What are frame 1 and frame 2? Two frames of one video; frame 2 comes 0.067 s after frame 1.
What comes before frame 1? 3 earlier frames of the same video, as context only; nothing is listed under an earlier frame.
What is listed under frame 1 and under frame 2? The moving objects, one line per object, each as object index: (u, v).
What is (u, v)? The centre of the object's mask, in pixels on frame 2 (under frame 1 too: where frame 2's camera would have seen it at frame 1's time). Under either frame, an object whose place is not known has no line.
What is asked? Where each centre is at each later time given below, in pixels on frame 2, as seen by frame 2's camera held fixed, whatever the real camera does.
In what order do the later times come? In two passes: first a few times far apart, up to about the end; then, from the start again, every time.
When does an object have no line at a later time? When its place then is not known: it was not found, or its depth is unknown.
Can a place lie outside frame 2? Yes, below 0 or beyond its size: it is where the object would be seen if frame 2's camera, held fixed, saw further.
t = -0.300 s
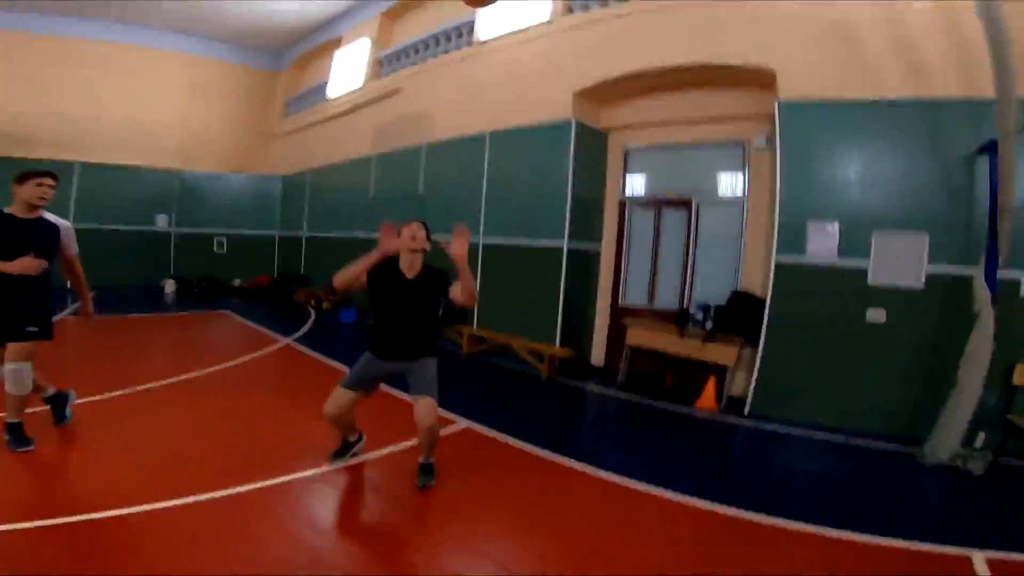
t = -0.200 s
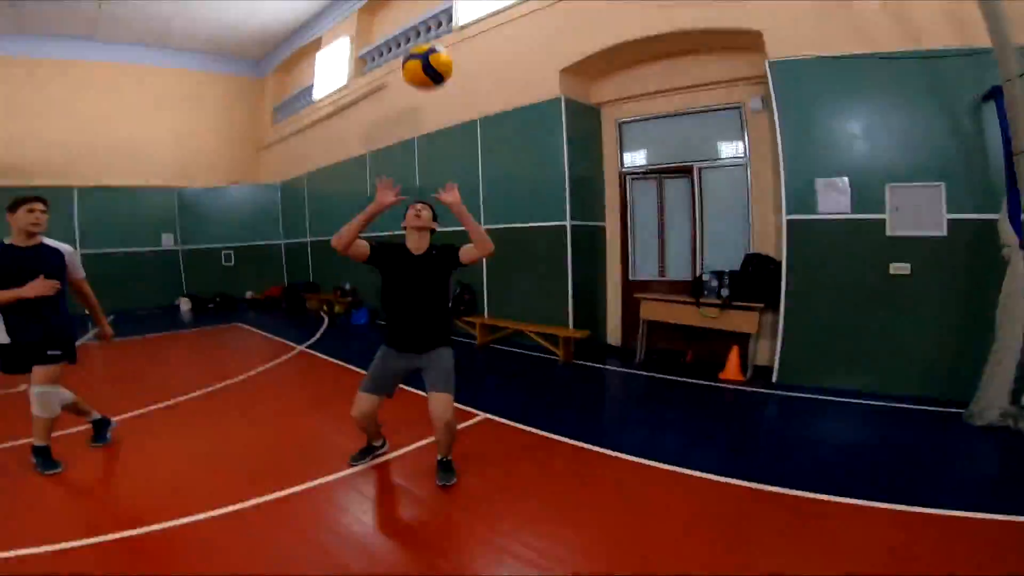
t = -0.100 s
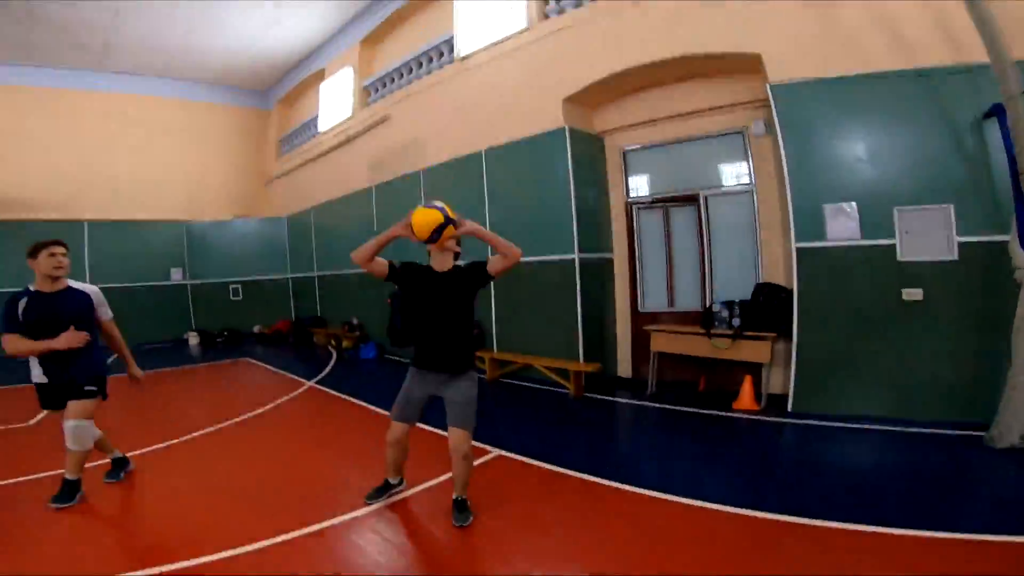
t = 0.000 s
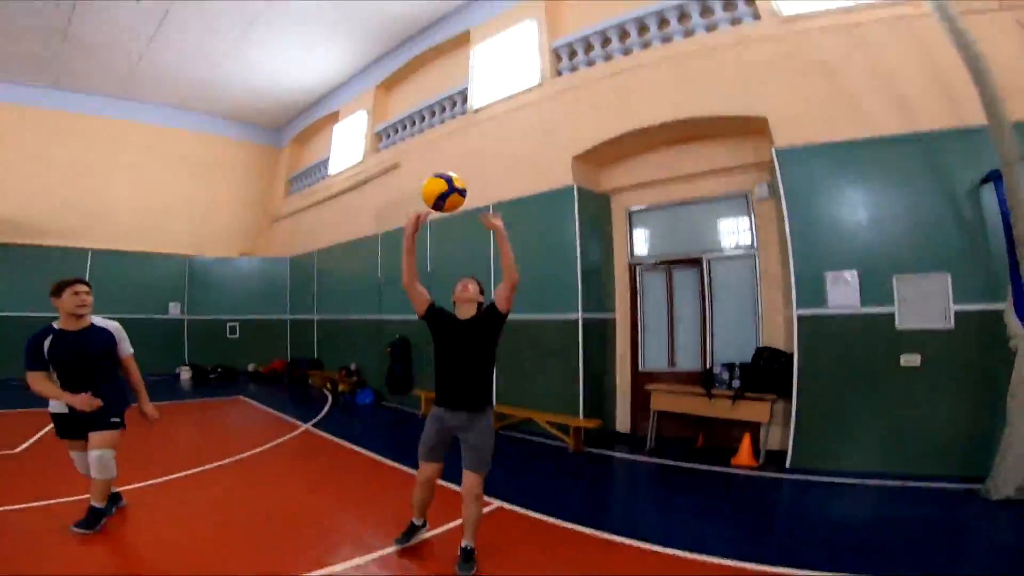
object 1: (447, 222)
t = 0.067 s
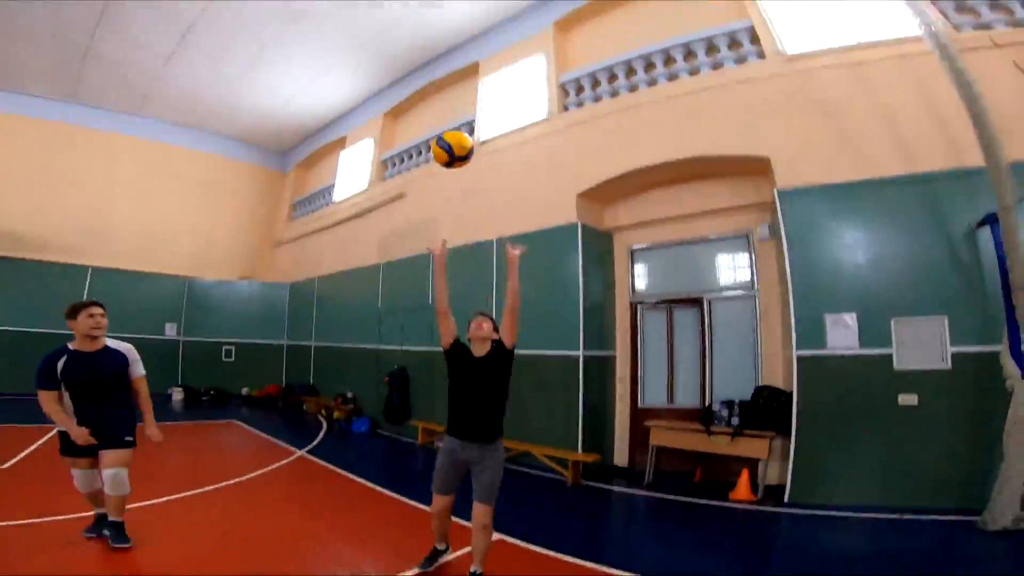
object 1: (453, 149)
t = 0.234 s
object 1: (460, 7)
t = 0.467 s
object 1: (458, -127)
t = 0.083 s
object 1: (454, 133)
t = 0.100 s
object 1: (456, 117)
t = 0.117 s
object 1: (457, 101)
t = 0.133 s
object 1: (457, 86)
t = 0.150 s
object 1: (458, 72)
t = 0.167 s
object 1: (459, 57)
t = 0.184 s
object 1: (460, 44)
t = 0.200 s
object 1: (460, 31)
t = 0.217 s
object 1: (461, 18)
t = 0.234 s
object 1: (460, 7)
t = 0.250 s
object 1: (461, -5)
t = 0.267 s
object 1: (462, -16)
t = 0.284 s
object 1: (462, -27)
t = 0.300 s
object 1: (461, -37)
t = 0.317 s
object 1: (462, -47)
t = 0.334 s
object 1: (461, -57)
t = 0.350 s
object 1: (461, -67)
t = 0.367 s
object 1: (461, -76)
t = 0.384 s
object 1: (461, -85)
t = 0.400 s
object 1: (460, -94)
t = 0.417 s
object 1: (459, -103)
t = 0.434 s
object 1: (459, -111)
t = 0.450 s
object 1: (458, -119)
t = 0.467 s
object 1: (458, -127)
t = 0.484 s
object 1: (457, -134)
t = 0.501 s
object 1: (457, -141)
